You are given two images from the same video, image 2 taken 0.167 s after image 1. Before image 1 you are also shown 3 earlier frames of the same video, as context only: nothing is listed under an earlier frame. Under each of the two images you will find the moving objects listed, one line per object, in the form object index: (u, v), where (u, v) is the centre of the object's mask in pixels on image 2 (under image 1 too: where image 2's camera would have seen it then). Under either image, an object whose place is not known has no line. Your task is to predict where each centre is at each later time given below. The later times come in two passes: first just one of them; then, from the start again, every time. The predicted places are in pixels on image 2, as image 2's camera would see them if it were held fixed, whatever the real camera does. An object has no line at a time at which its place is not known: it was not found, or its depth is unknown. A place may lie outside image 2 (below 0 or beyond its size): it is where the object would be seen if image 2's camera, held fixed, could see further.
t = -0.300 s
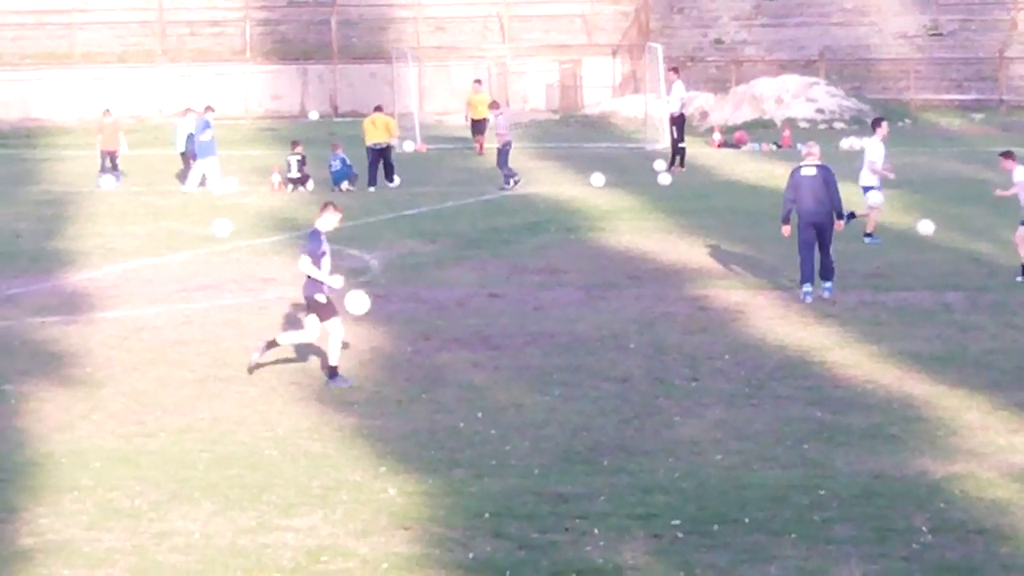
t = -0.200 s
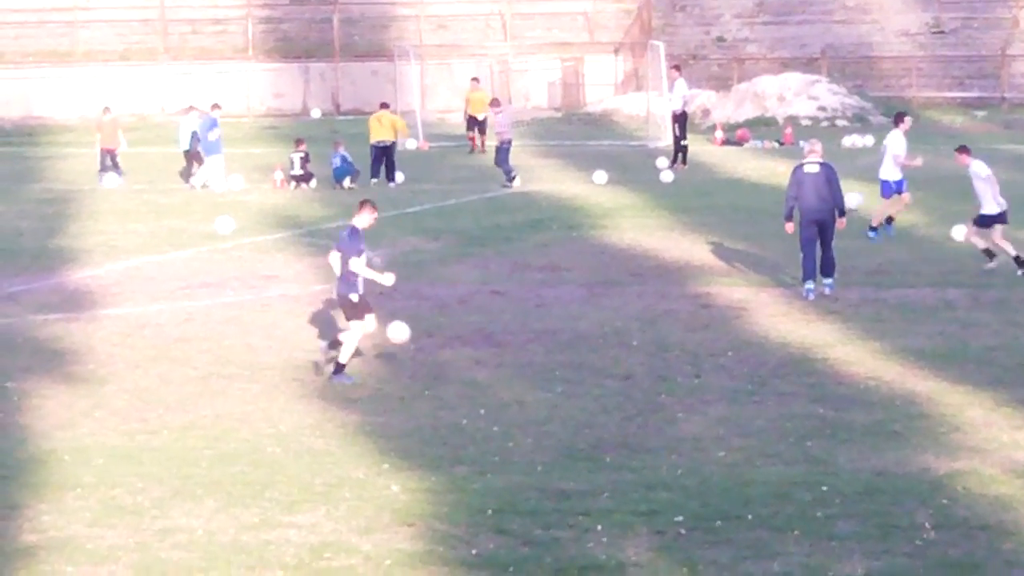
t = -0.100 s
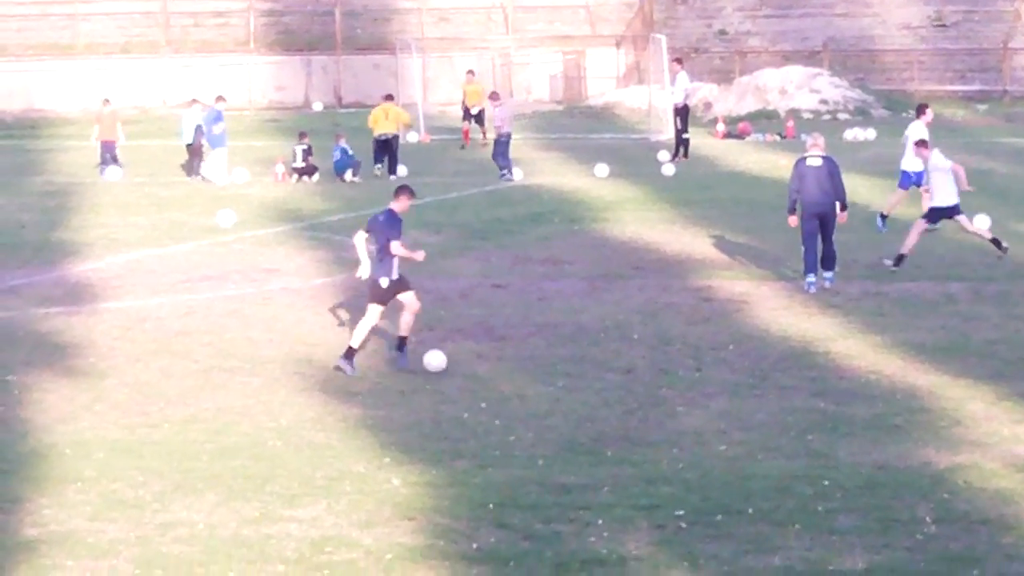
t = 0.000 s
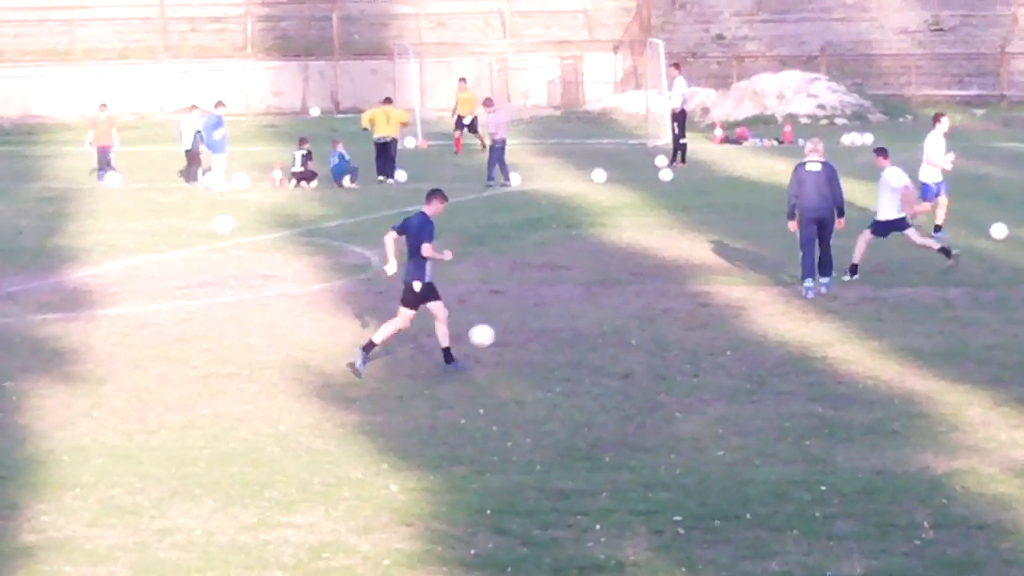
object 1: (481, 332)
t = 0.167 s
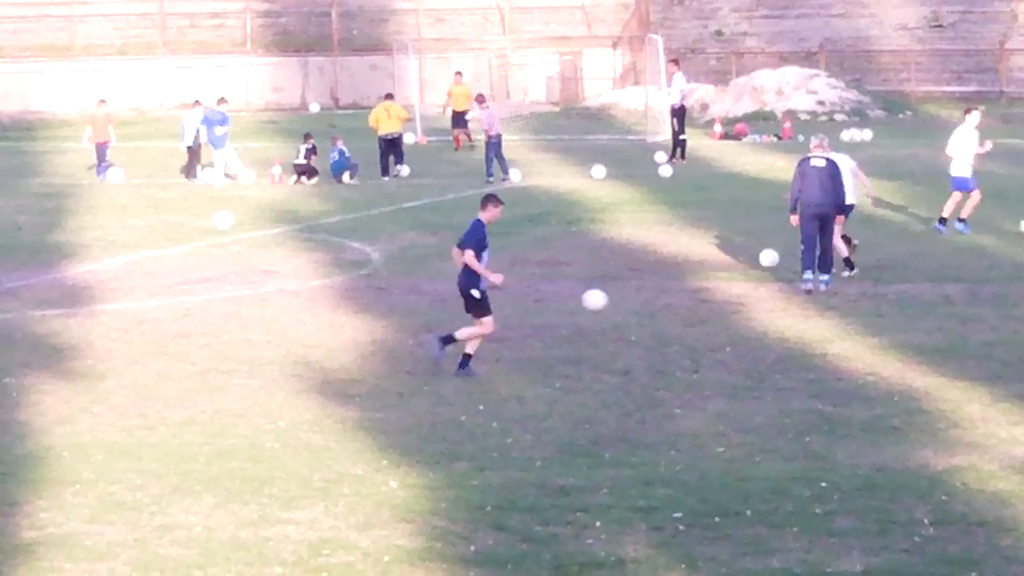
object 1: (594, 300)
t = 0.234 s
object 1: (639, 295)
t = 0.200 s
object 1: (616, 297)
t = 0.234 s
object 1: (639, 295)
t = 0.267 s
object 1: (662, 294)
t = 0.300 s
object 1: (684, 294)
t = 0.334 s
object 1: (707, 295)
